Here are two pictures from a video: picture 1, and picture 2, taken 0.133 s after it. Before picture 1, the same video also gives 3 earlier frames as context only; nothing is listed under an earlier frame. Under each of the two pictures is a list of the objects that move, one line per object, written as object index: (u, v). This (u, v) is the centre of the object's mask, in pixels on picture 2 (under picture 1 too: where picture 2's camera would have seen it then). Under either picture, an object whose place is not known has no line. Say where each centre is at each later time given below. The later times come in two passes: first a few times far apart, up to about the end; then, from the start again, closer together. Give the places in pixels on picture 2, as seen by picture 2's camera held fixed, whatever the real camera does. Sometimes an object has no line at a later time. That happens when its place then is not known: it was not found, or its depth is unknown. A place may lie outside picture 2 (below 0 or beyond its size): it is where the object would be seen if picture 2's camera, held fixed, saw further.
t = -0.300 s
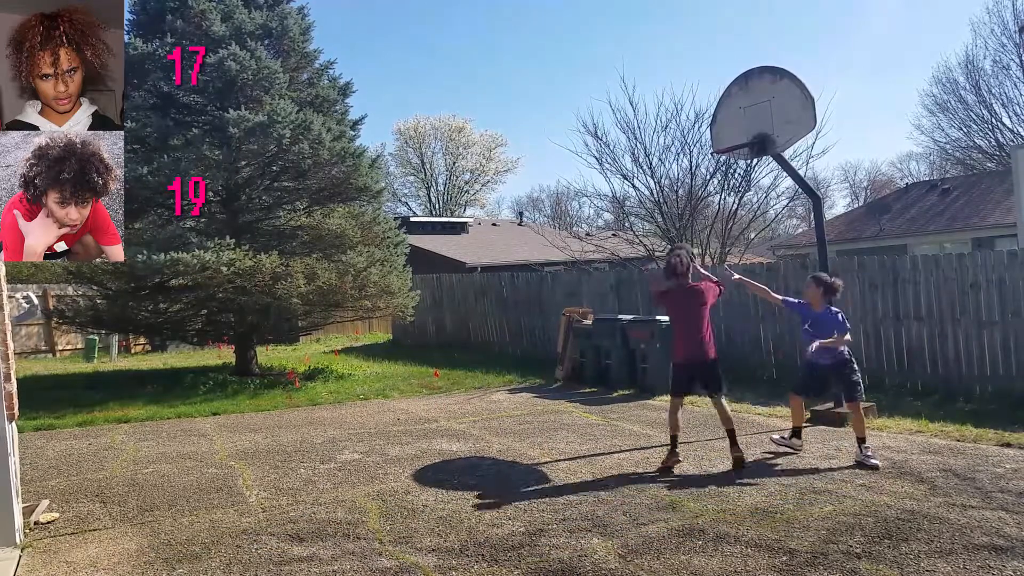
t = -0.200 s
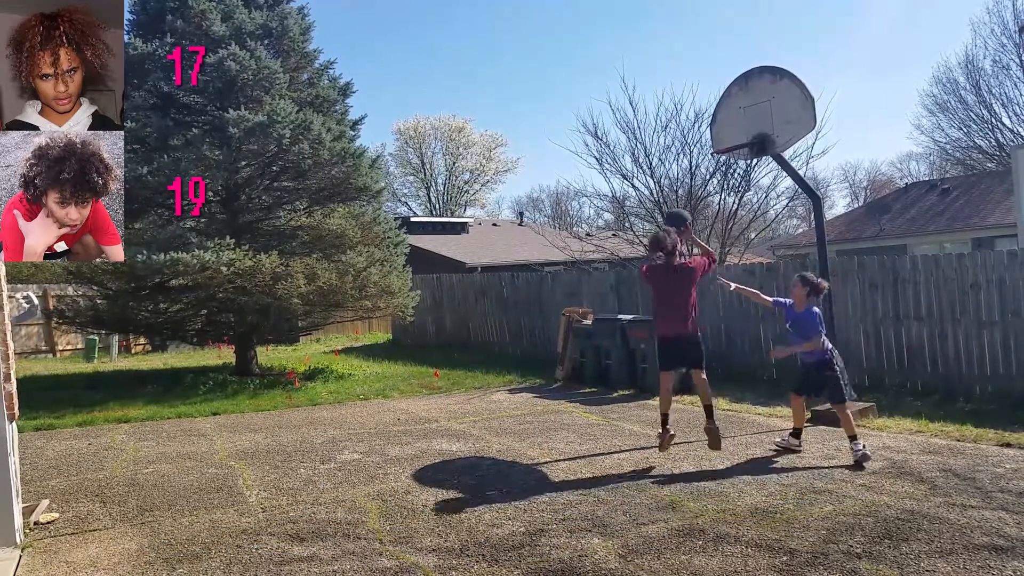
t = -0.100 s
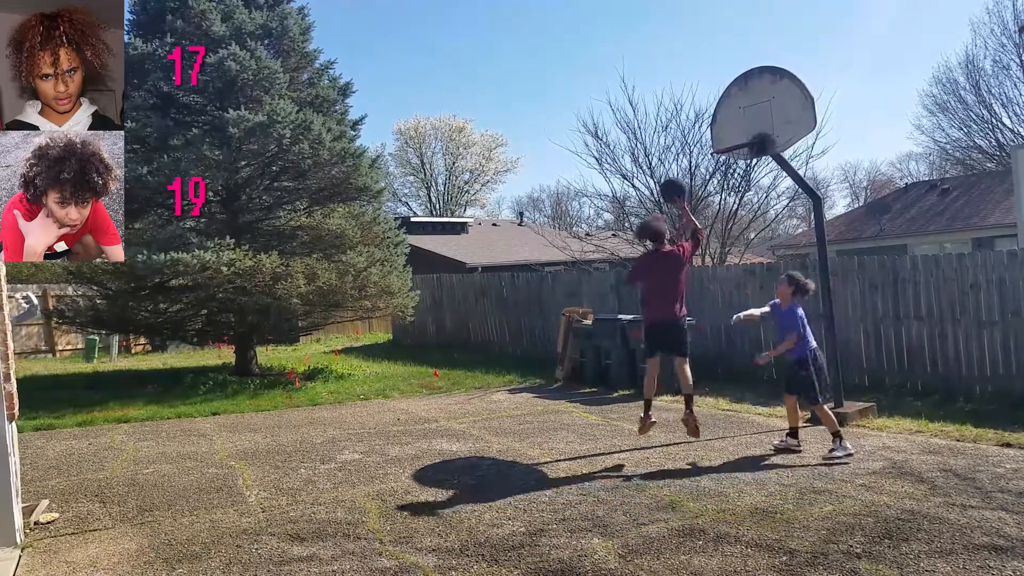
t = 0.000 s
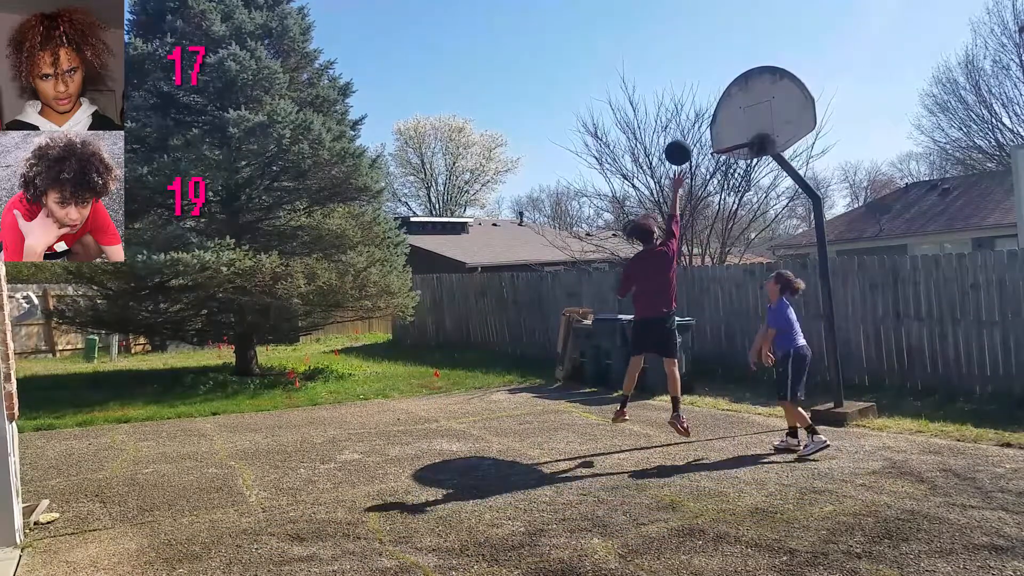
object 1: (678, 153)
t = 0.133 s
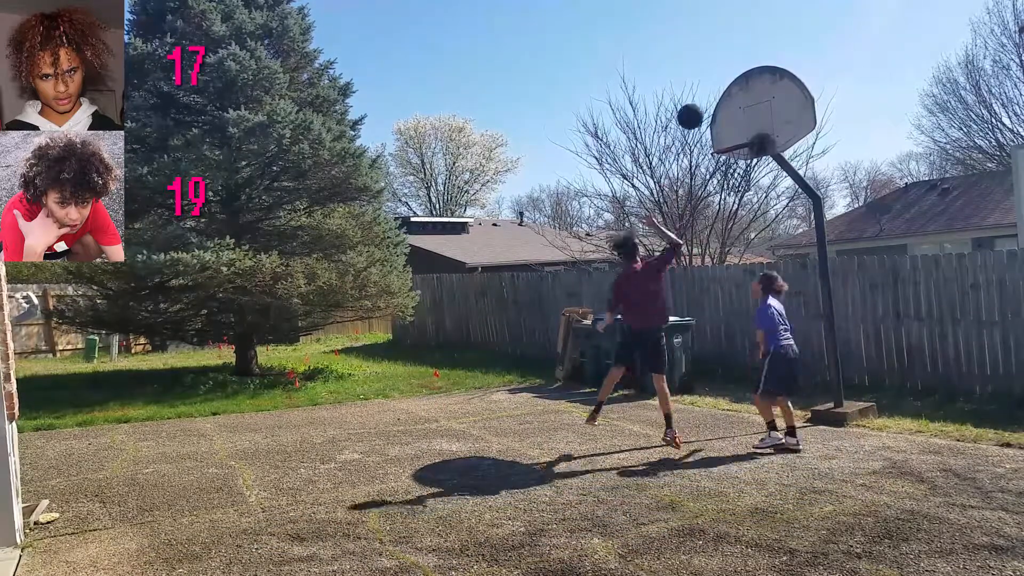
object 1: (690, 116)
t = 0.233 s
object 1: (700, 103)
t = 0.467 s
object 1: (722, 112)
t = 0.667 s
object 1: (731, 145)
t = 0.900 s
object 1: (737, 160)
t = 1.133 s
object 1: (730, 187)
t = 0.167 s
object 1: (693, 111)
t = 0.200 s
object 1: (696, 106)
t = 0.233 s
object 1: (700, 103)
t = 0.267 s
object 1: (703, 101)
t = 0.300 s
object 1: (706, 100)
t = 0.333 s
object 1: (710, 100)
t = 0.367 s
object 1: (713, 102)
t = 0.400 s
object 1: (716, 104)
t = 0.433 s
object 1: (719, 107)
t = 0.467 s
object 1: (722, 112)
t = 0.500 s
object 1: (726, 117)
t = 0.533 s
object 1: (730, 123)
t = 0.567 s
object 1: (733, 131)
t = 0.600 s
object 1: (737, 139)
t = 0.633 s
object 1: (735, 142)
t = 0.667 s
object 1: (731, 145)
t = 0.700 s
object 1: (728, 148)
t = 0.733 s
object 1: (731, 147)
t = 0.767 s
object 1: (735, 147)
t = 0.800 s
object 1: (739, 147)
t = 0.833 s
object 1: (741, 149)
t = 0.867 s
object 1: (739, 154)
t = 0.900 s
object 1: (737, 160)
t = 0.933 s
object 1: (735, 167)
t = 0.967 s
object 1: (734, 173)
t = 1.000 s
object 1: (733, 176)
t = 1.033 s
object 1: (731, 178)
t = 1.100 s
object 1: (730, 183)
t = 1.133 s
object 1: (730, 187)
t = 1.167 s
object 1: (730, 192)
